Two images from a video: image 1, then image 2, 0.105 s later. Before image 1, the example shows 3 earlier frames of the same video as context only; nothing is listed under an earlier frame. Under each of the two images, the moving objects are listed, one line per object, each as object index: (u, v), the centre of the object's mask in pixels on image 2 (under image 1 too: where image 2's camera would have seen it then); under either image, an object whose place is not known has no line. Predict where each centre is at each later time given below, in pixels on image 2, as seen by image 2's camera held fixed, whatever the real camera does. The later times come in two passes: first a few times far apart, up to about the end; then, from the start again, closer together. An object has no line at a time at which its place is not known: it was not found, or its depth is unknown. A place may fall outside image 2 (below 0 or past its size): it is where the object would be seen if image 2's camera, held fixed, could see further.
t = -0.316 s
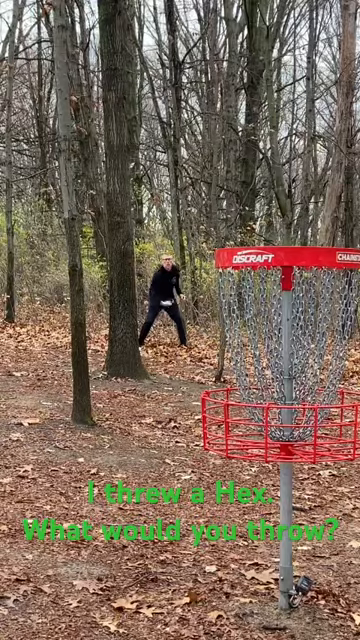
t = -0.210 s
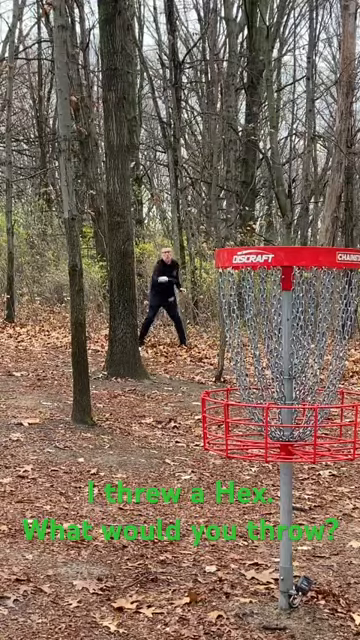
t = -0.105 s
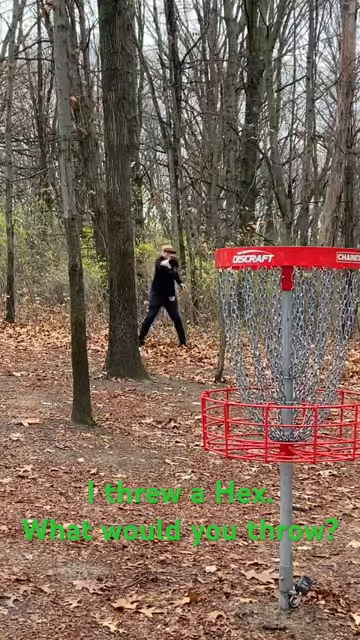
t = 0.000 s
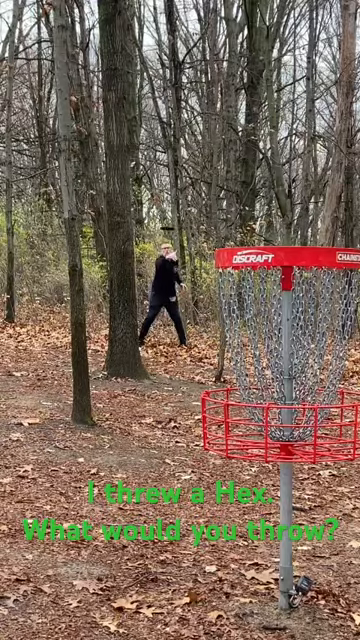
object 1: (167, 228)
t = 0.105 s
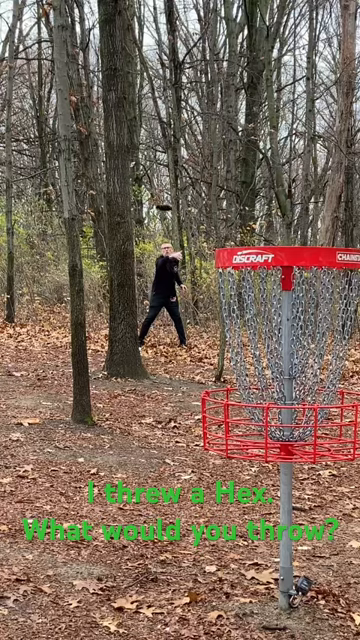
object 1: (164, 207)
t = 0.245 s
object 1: (159, 190)
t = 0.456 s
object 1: (152, 178)
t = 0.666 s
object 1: (150, 182)
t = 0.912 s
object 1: (159, 215)
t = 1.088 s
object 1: (190, 265)
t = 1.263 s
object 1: (241, 331)
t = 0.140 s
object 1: (162, 200)
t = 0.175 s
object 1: (160, 195)
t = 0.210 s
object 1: (159, 193)
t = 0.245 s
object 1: (159, 190)
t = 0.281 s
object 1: (159, 187)
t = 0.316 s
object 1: (157, 185)
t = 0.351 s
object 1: (156, 182)
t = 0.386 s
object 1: (155, 180)
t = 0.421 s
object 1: (154, 179)
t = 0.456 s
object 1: (152, 178)
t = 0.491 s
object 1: (152, 177)
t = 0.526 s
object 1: (151, 177)
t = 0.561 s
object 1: (151, 178)
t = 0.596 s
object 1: (150, 179)
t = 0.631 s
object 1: (150, 180)
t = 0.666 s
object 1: (150, 182)
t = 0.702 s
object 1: (150, 184)
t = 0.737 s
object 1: (150, 187)
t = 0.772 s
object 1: (151, 191)
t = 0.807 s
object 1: (153, 195)
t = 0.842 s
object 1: (154, 203)
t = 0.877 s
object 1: (157, 208)
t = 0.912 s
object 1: (159, 215)
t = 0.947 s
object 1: (163, 223)
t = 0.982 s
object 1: (167, 232)
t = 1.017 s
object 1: (172, 241)
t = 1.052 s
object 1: (179, 252)
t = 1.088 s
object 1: (190, 265)
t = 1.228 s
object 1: (243, 329)
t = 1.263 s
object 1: (241, 331)
